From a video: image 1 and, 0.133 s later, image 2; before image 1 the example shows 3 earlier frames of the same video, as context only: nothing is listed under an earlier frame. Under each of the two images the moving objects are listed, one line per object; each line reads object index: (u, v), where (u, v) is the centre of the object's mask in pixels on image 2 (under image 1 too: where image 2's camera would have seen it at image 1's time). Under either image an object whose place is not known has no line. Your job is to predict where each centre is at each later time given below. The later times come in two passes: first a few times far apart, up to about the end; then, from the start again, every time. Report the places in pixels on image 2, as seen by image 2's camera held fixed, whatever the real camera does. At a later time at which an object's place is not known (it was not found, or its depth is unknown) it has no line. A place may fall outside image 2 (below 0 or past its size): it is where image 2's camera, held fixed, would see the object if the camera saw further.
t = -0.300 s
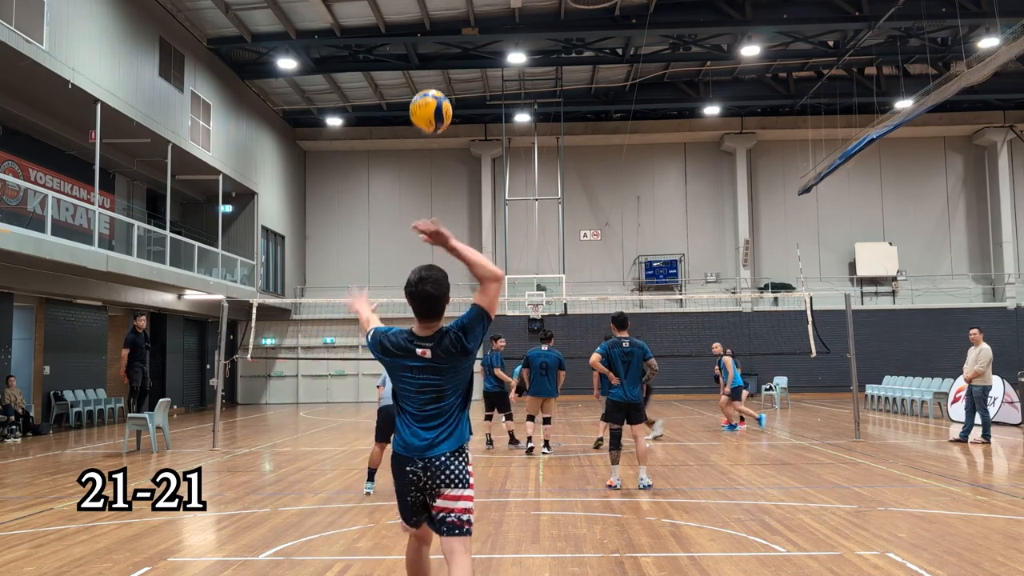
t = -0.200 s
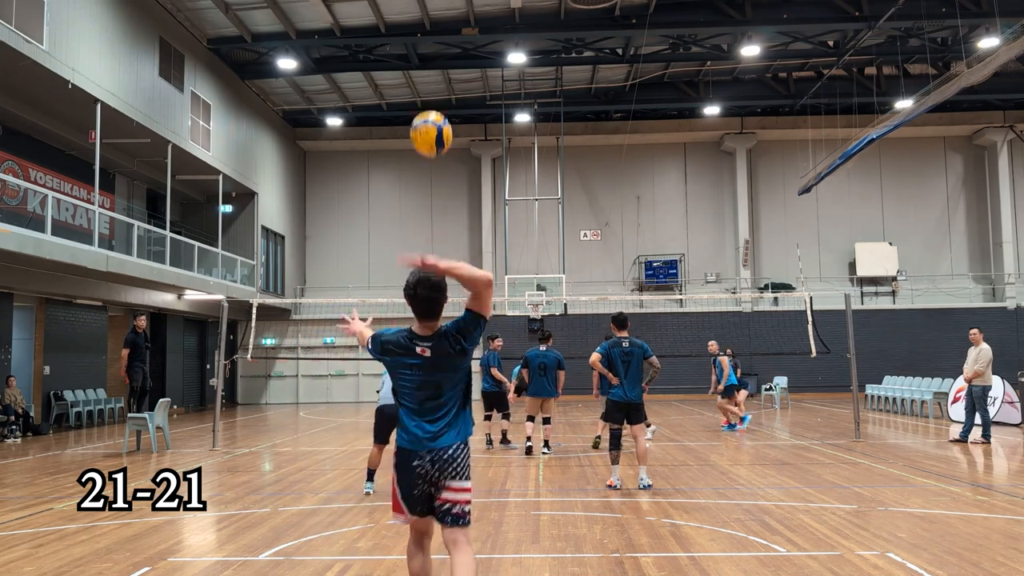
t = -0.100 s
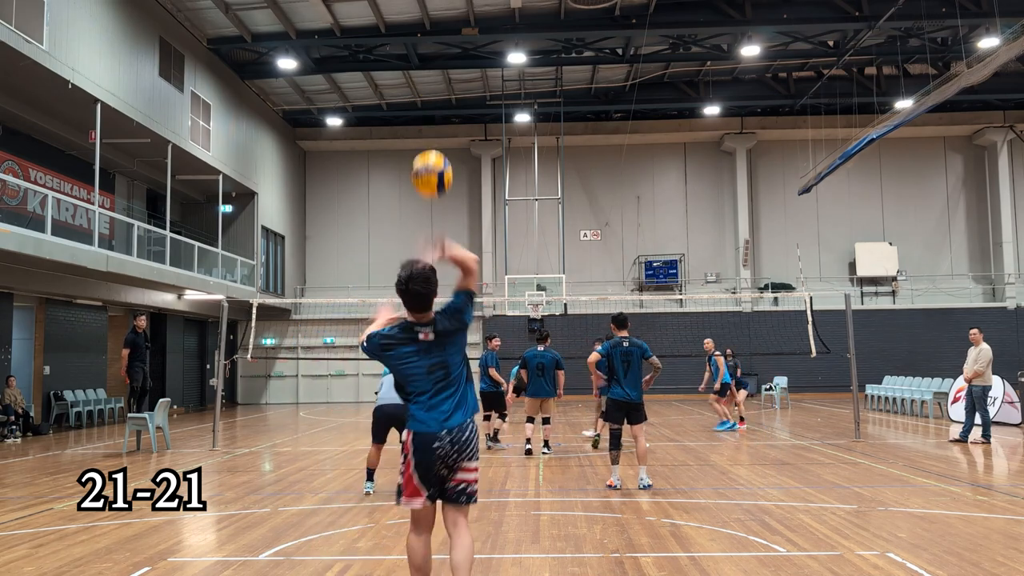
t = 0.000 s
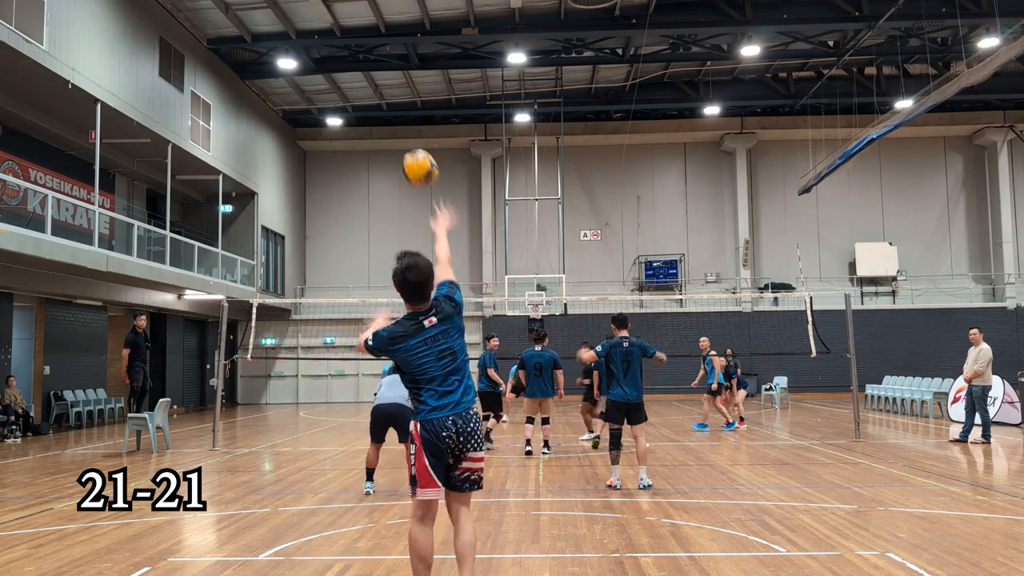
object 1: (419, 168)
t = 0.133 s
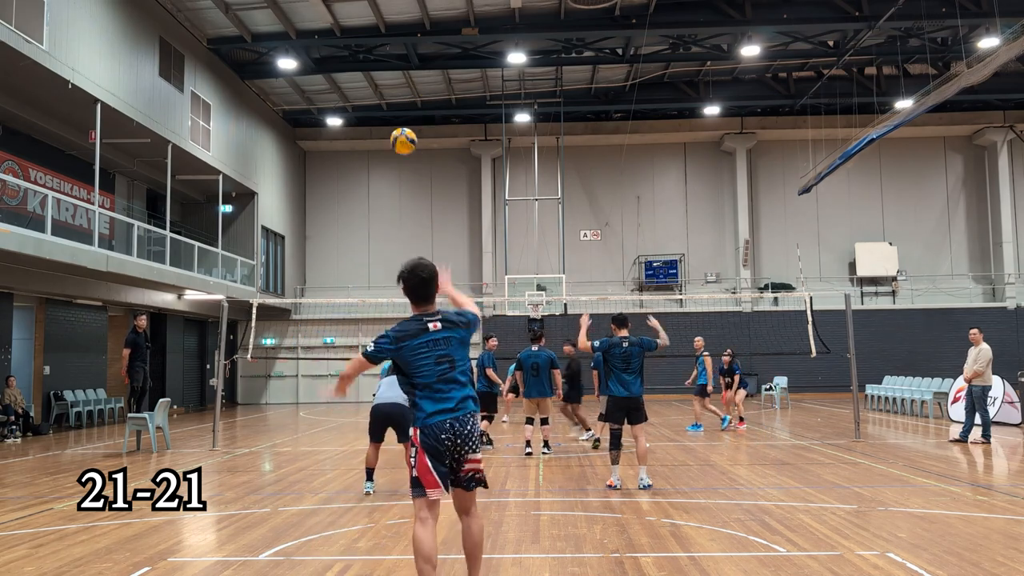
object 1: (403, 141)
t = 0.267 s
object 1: (397, 140)
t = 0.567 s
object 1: (384, 174)
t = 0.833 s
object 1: (375, 231)
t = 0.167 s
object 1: (401, 138)
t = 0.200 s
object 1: (400, 138)
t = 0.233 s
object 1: (398, 139)
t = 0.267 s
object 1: (397, 140)
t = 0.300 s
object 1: (395, 142)
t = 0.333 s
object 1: (394, 145)
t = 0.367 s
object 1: (391, 148)
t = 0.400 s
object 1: (390, 151)
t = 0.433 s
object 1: (389, 154)
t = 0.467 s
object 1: (387, 158)
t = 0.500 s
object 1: (386, 163)
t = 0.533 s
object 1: (385, 168)
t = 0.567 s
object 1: (384, 174)
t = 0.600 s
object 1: (383, 180)
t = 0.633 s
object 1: (382, 187)
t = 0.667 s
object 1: (381, 194)
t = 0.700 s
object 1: (379, 201)
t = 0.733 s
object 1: (378, 208)
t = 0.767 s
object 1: (377, 215)
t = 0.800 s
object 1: (376, 223)
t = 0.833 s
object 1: (375, 231)
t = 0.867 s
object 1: (375, 239)
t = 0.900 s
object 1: (374, 247)
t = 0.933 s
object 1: (374, 255)
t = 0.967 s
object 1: (374, 264)
